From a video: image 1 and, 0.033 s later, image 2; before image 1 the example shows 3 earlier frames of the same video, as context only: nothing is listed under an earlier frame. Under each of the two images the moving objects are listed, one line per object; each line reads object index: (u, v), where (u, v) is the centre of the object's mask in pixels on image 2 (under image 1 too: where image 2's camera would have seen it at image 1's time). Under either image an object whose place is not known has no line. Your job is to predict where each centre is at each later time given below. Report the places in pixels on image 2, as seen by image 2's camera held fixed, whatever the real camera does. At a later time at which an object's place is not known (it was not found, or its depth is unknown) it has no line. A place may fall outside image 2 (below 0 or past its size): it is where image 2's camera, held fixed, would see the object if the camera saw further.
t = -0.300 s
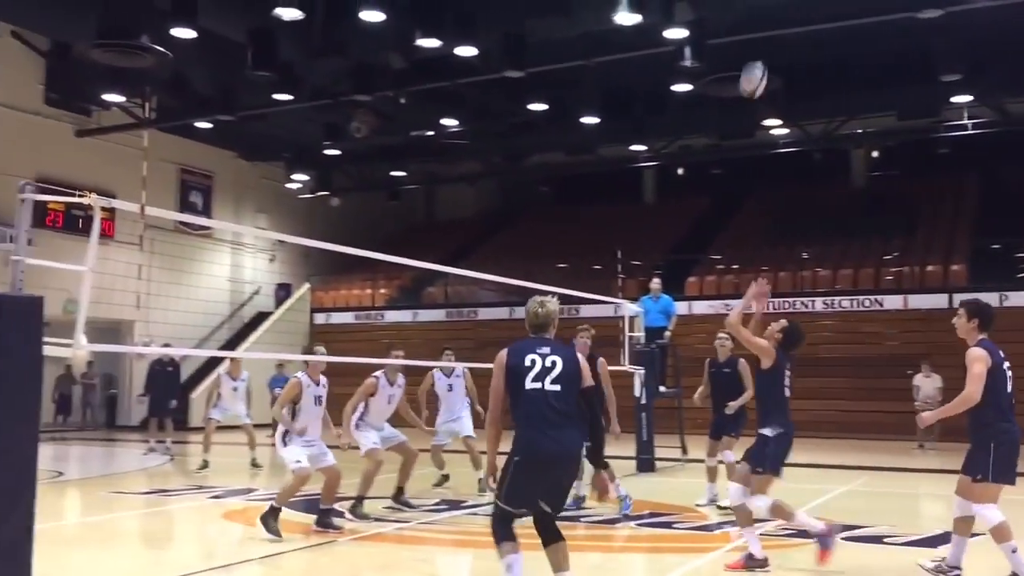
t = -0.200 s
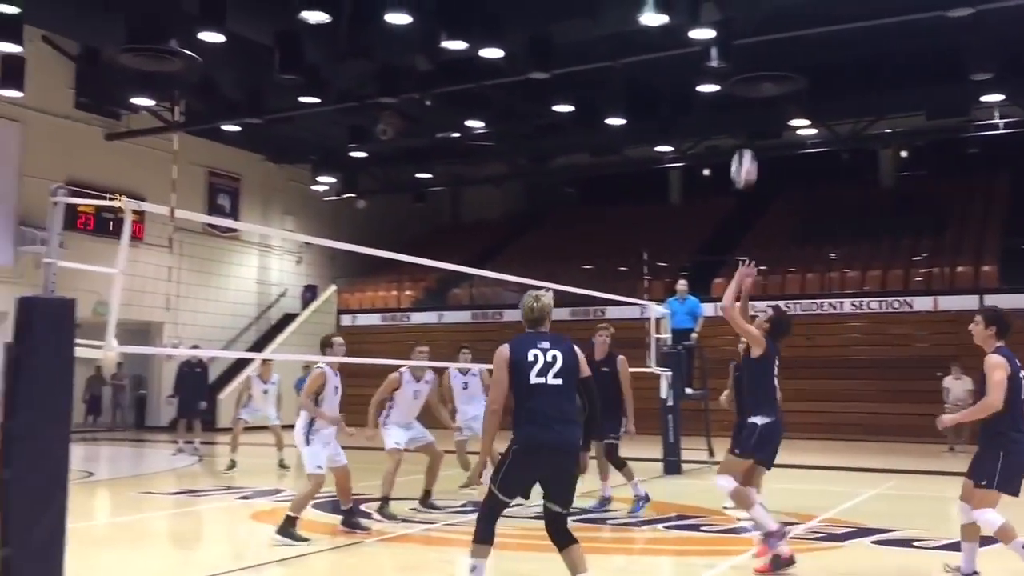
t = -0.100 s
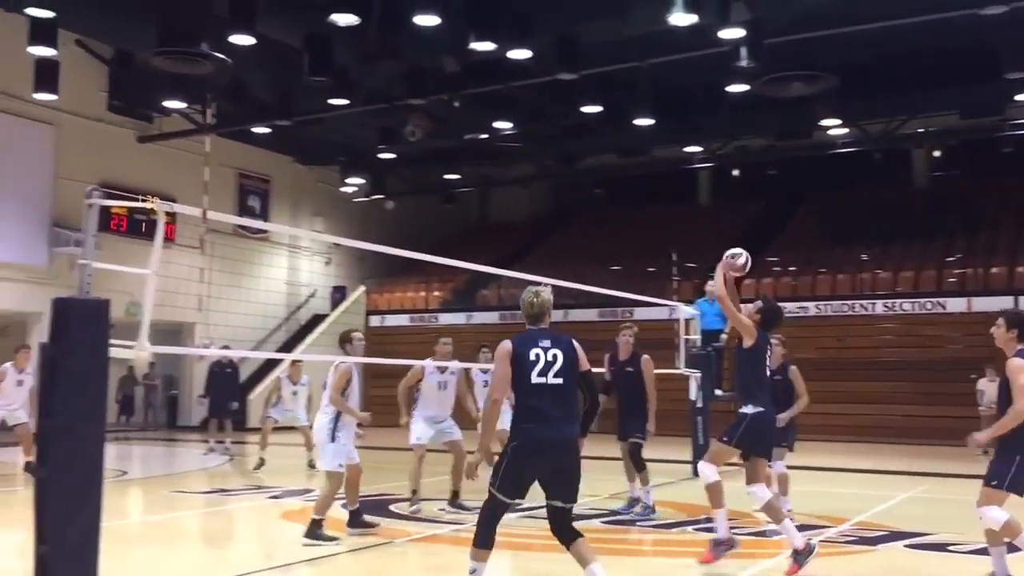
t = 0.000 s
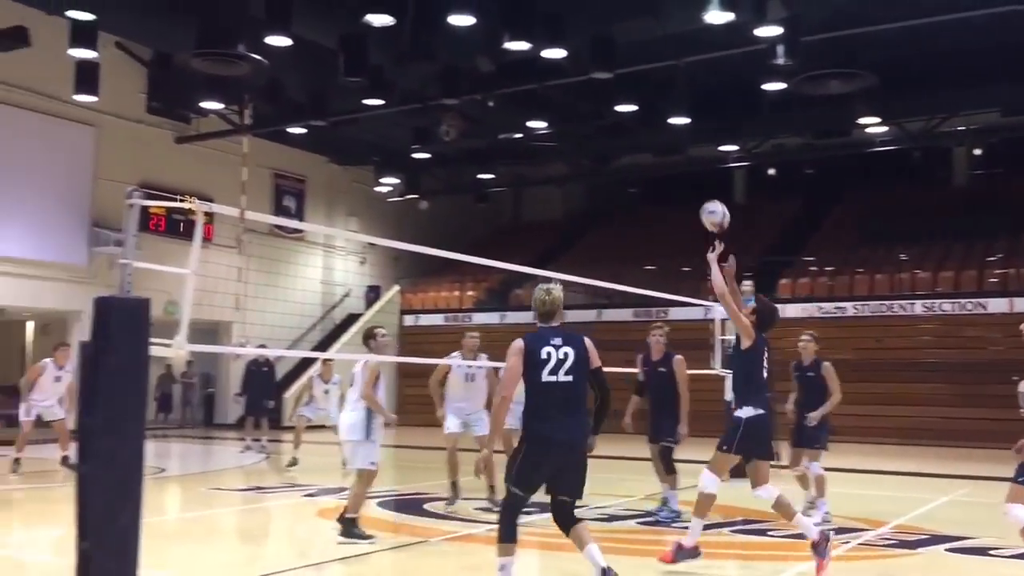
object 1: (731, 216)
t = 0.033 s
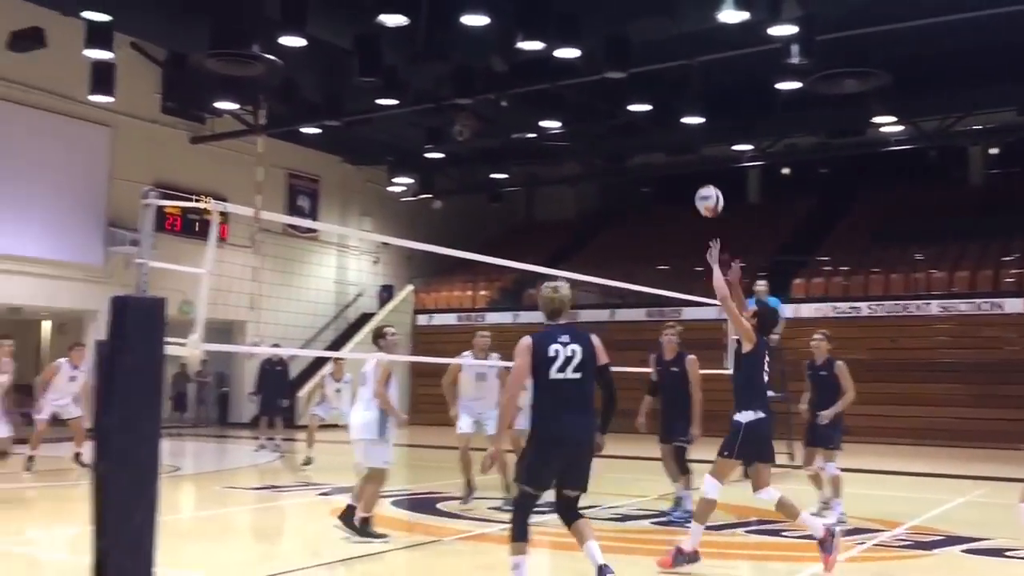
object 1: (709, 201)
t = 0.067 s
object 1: (688, 187)
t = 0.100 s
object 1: (668, 176)
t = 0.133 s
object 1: (651, 166)
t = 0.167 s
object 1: (634, 158)
